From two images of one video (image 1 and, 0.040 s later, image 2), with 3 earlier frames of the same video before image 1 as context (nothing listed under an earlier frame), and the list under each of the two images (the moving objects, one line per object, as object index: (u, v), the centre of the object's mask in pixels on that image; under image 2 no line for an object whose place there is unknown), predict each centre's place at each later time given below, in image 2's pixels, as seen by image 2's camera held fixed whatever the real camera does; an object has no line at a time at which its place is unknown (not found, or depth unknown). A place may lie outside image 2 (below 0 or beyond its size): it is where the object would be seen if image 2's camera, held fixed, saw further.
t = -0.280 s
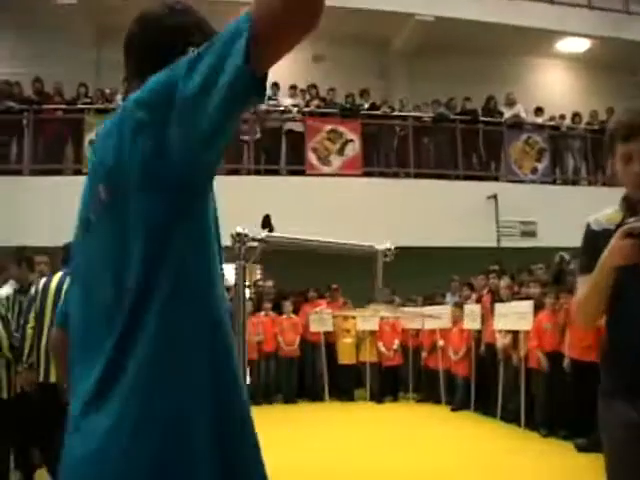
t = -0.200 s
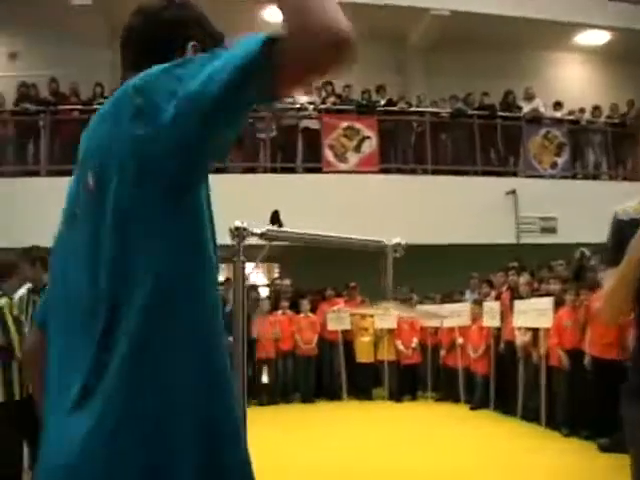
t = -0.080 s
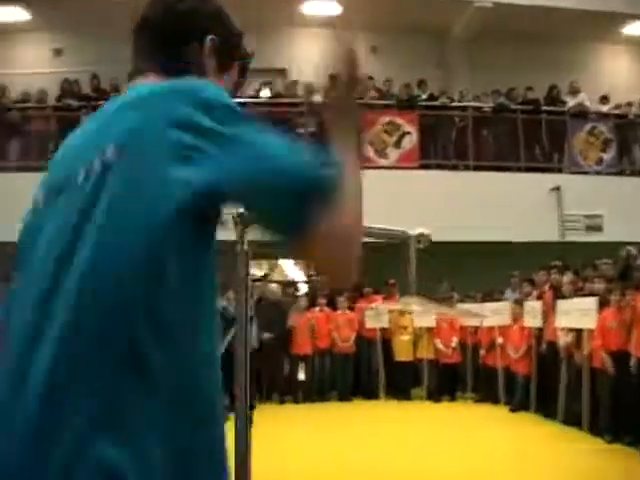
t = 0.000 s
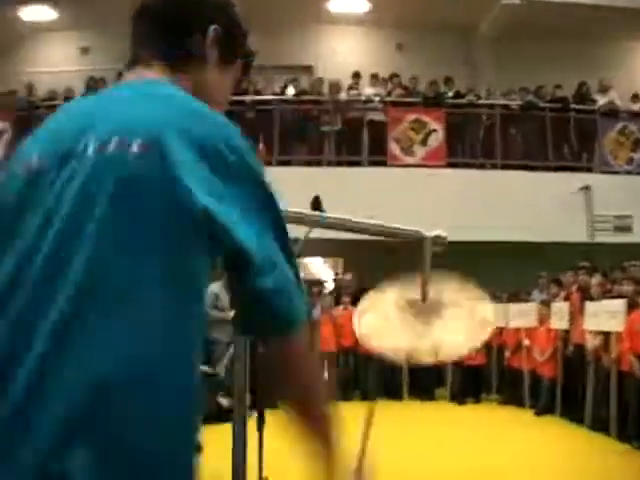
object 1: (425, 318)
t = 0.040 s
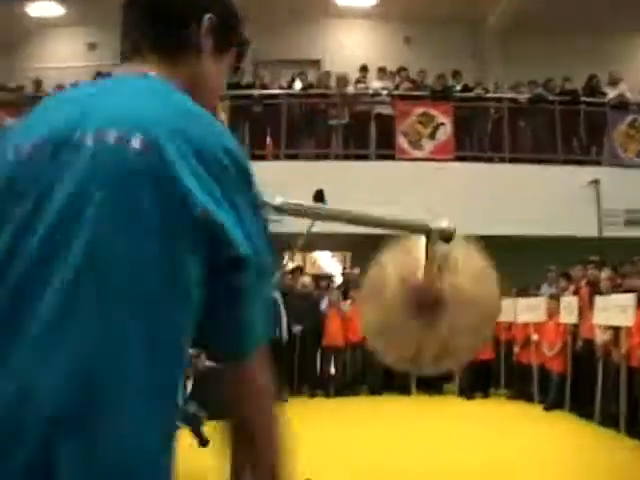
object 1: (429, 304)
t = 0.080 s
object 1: (427, 287)
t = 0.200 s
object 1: (438, 239)
